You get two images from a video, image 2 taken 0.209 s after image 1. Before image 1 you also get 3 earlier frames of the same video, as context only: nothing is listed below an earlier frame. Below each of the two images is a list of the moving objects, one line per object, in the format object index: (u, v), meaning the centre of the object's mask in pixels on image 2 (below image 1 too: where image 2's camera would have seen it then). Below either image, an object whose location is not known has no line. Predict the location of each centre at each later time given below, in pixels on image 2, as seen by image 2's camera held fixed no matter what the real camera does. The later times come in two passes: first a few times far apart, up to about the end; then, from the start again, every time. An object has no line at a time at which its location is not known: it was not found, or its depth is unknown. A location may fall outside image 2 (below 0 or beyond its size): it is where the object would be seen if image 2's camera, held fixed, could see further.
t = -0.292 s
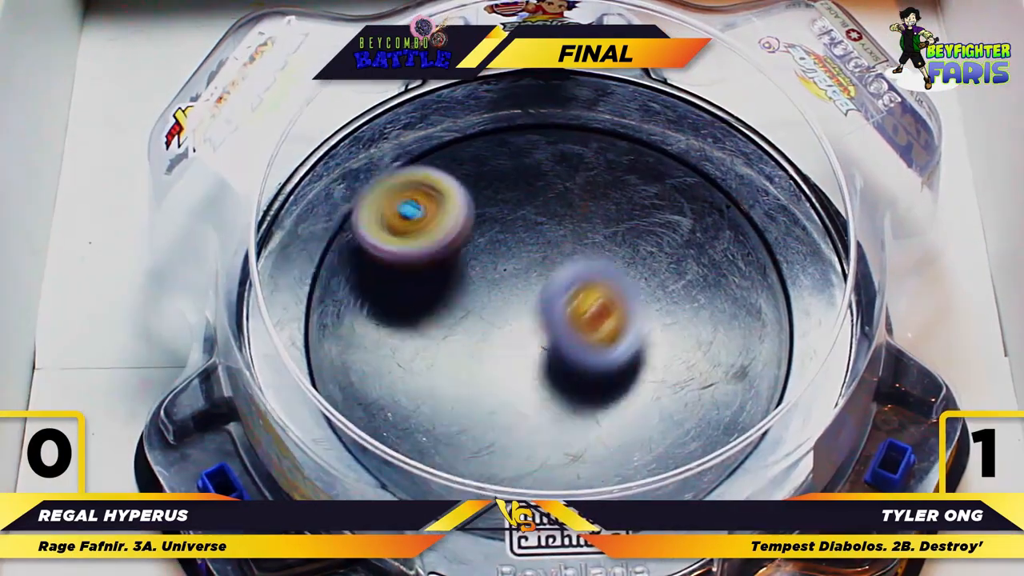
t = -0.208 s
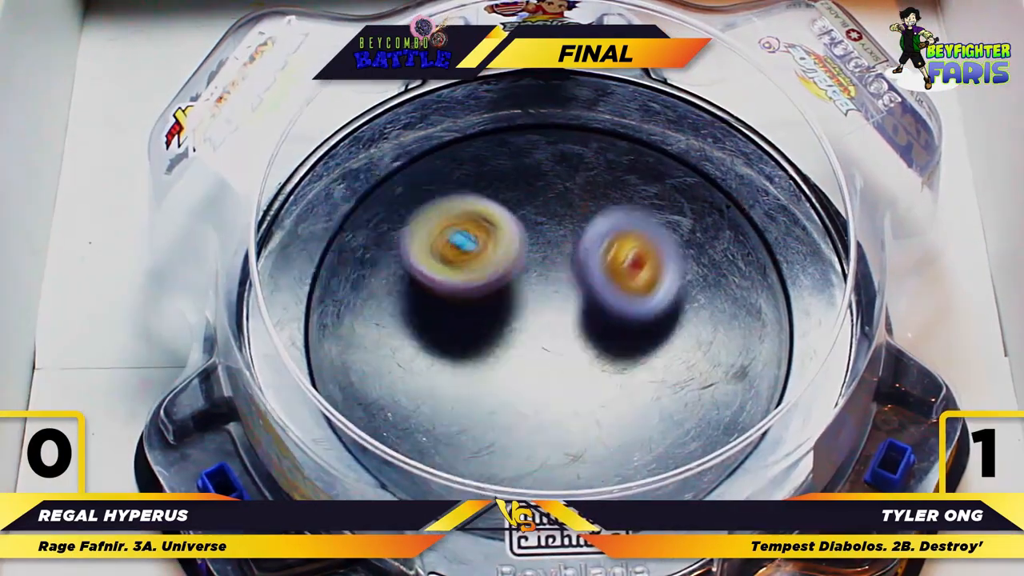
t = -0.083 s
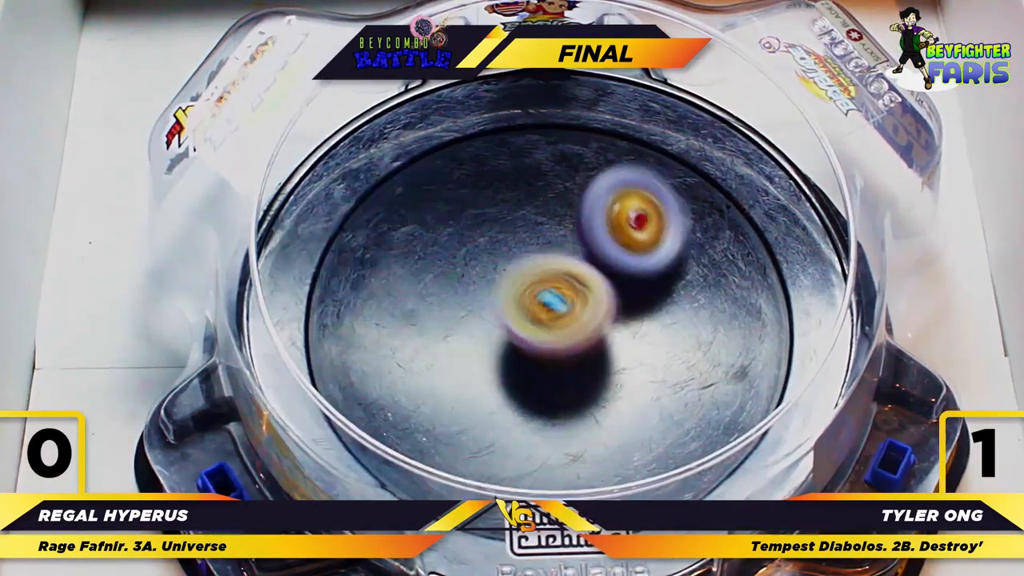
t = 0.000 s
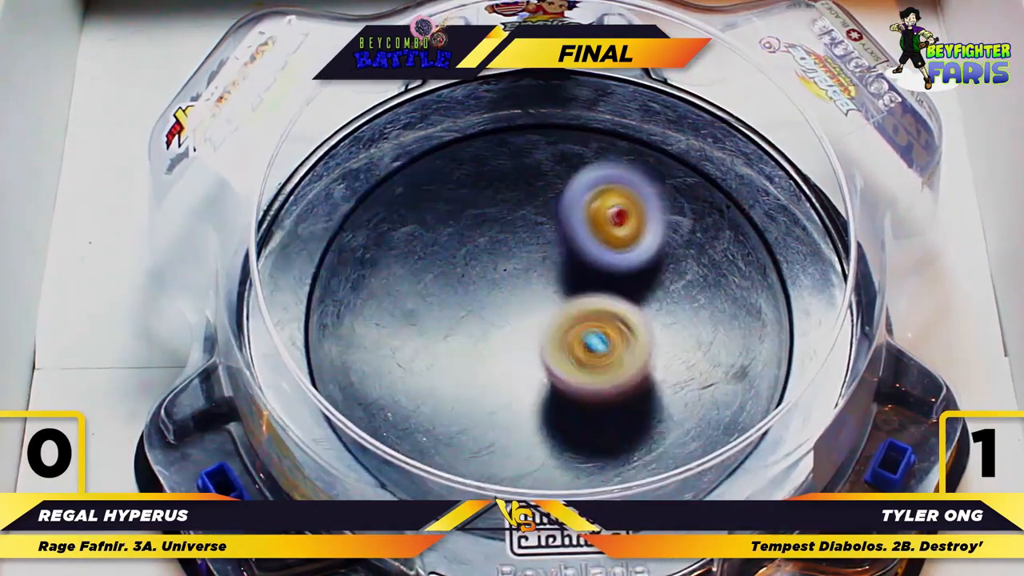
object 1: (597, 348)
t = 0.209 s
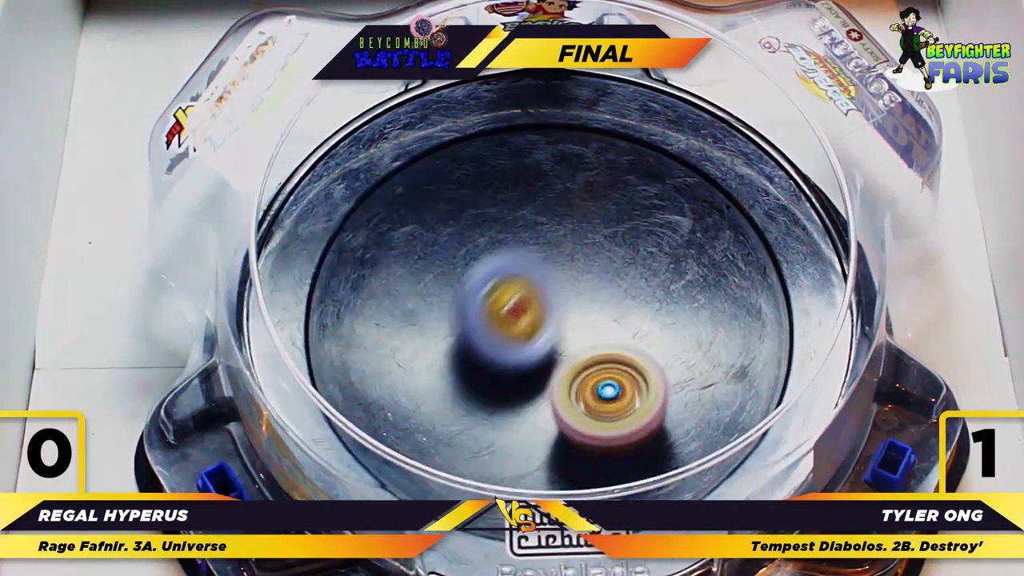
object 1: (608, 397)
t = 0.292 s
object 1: (599, 390)
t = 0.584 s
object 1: (490, 311)
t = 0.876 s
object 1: (494, 164)
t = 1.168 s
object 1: (530, 211)
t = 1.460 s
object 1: (463, 272)
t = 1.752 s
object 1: (497, 271)
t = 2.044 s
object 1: (572, 194)
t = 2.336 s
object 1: (611, 151)
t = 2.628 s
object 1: (519, 287)
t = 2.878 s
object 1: (397, 319)
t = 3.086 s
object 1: (426, 305)
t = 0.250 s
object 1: (605, 395)
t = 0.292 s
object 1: (599, 390)
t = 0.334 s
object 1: (590, 383)
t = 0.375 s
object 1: (578, 374)
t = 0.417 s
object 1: (562, 363)
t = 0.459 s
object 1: (545, 352)
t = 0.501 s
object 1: (526, 338)
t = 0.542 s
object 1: (507, 325)
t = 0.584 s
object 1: (490, 311)
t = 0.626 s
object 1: (474, 299)
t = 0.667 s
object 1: (466, 281)
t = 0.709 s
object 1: (467, 250)
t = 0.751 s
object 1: (472, 221)
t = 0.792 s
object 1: (477, 198)
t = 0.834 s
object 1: (486, 179)
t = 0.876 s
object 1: (494, 164)
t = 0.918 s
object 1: (503, 156)
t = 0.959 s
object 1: (512, 154)
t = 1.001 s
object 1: (519, 158)
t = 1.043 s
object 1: (526, 167)
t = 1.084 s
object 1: (532, 182)
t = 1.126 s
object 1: (535, 200)
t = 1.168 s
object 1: (530, 211)
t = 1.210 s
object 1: (516, 218)
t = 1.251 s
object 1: (504, 226)
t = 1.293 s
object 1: (491, 234)
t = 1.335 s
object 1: (481, 244)
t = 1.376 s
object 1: (473, 253)
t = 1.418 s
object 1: (466, 263)
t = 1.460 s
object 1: (463, 272)
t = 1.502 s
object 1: (461, 279)
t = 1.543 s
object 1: (462, 284)
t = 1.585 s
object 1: (466, 286)
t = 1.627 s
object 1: (471, 286)
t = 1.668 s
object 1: (478, 283)
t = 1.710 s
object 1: (487, 278)
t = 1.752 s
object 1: (497, 271)
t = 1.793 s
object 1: (507, 263)
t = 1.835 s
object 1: (517, 254)
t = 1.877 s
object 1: (526, 245)
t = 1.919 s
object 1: (534, 235)
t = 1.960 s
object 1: (541, 227)
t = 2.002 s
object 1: (550, 215)
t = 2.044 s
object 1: (572, 194)
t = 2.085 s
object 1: (591, 176)
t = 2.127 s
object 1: (606, 161)
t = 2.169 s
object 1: (615, 150)
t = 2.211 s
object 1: (621, 144)
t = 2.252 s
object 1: (622, 141)
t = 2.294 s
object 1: (618, 144)
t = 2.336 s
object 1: (611, 151)
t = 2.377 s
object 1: (600, 163)
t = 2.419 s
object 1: (587, 178)
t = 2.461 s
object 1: (573, 196)
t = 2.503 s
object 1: (558, 217)
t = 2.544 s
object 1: (544, 239)
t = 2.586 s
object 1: (530, 264)
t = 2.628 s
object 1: (519, 287)
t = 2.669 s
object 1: (510, 310)
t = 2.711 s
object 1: (505, 333)
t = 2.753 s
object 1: (480, 338)
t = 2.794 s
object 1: (445, 333)
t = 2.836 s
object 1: (416, 326)
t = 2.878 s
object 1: (397, 319)
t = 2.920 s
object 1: (387, 313)
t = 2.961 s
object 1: (384, 308)
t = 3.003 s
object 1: (390, 305)
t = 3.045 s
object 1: (405, 304)
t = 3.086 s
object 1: (426, 305)
